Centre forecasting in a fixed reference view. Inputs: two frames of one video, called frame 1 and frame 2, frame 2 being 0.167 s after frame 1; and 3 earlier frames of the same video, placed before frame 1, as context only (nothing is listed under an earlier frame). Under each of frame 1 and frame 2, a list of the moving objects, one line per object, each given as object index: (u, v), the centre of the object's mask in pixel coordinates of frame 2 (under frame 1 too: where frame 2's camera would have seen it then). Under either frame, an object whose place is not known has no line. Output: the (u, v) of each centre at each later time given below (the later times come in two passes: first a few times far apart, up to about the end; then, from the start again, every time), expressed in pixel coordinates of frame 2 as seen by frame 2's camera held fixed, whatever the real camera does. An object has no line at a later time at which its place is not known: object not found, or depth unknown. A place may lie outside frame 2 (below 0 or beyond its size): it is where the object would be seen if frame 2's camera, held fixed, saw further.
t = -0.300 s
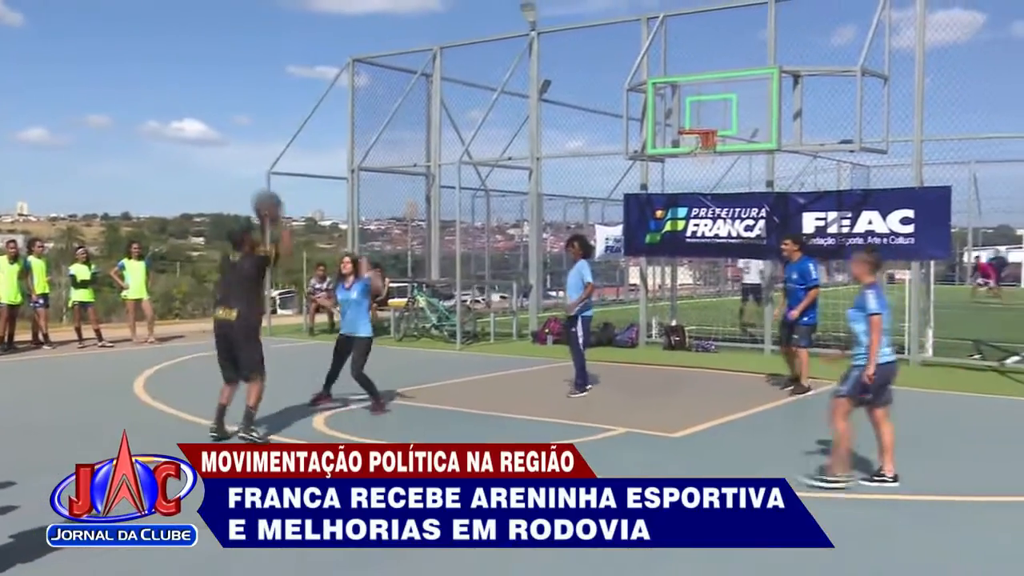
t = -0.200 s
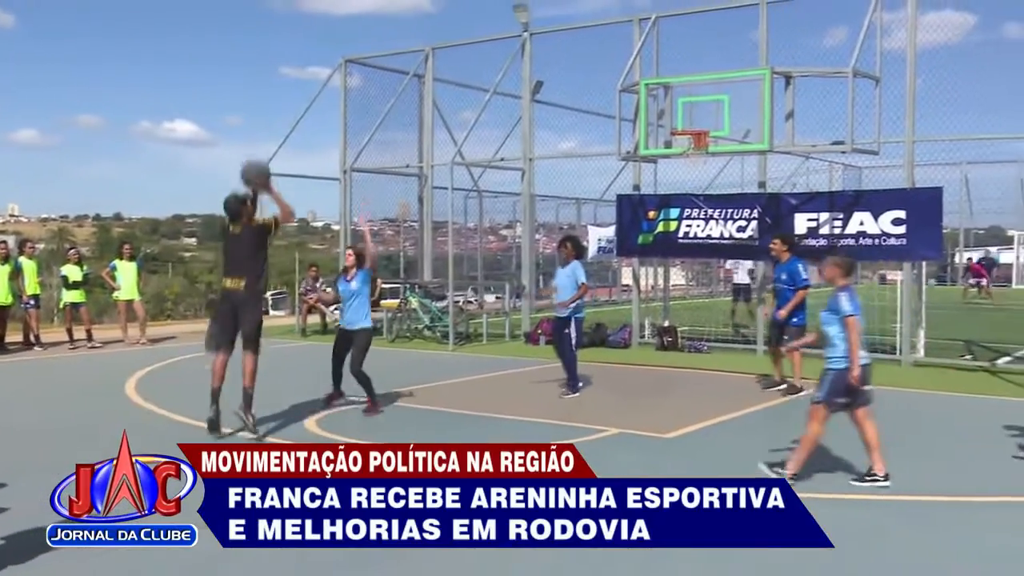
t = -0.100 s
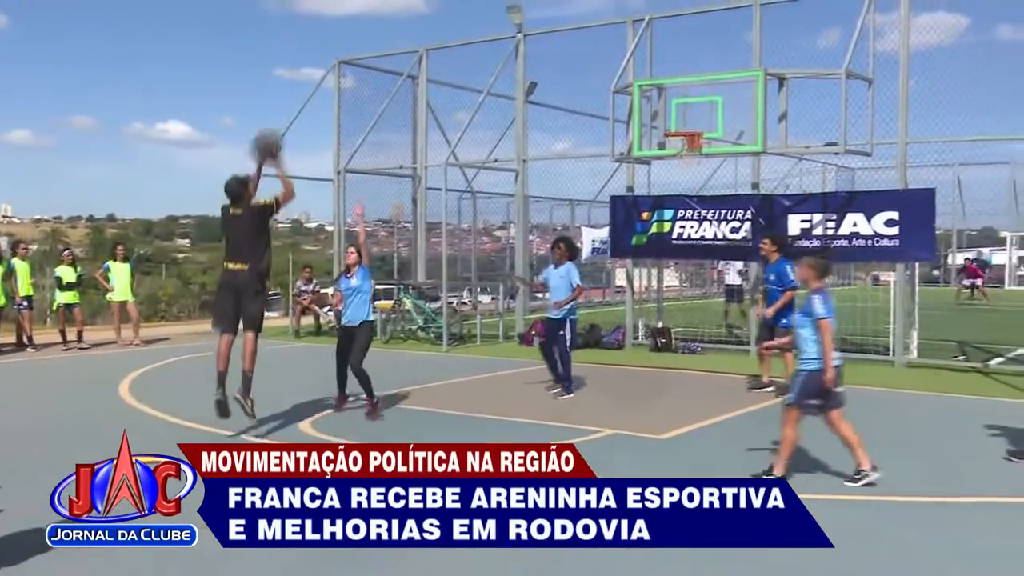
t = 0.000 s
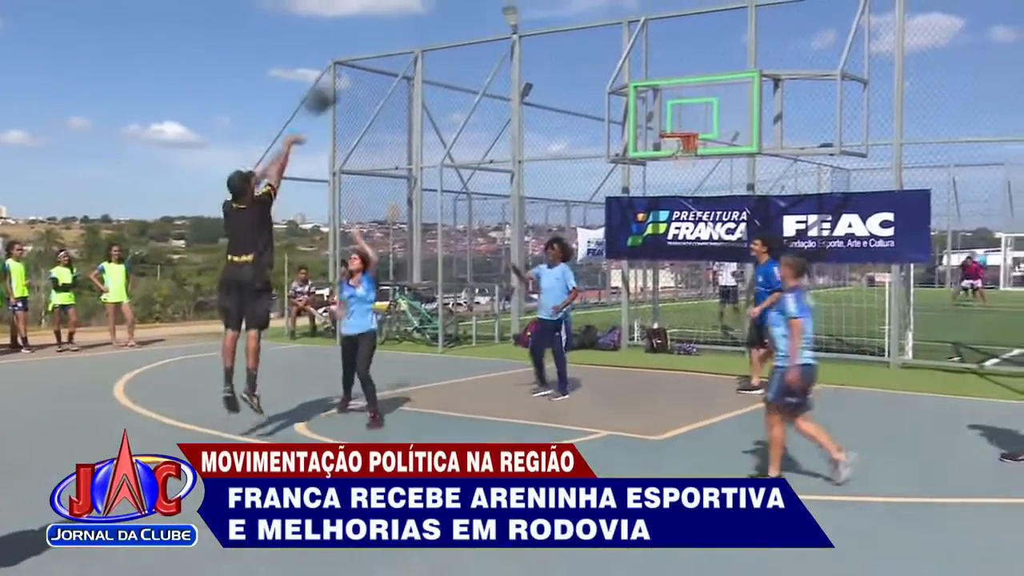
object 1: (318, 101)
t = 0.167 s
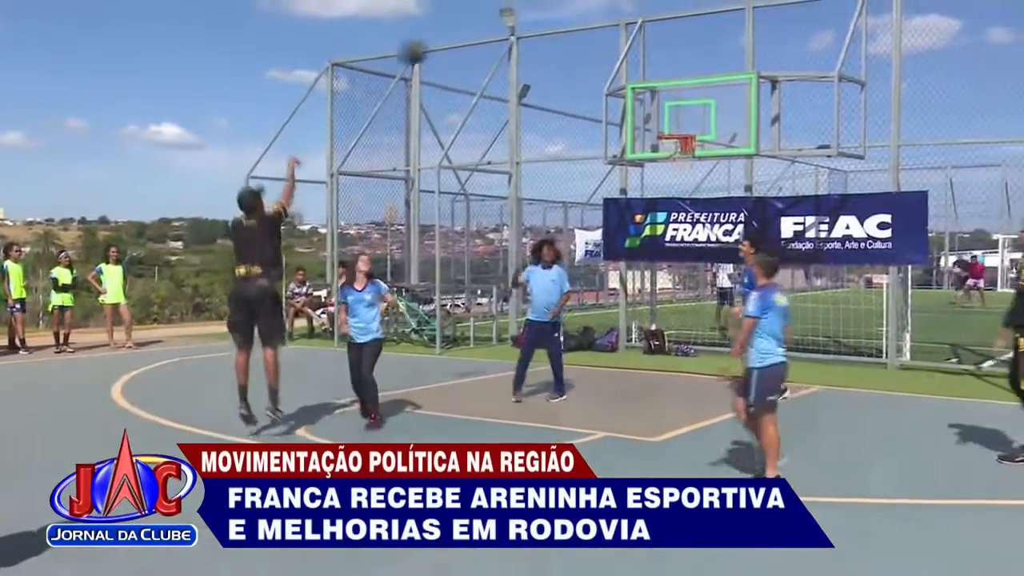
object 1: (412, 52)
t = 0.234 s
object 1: (446, 42)
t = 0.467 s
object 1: (546, 46)
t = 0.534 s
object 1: (571, 55)
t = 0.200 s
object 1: (431, 46)
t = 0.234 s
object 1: (446, 42)
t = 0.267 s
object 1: (462, 39)
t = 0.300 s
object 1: (476, 38)
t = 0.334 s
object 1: (490, 36)
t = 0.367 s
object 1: (504, 37)
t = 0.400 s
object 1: (521, 39)
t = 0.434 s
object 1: (531, 42)
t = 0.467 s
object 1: (546, 46)
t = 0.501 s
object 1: (558, 49)
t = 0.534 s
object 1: (571, 55)
